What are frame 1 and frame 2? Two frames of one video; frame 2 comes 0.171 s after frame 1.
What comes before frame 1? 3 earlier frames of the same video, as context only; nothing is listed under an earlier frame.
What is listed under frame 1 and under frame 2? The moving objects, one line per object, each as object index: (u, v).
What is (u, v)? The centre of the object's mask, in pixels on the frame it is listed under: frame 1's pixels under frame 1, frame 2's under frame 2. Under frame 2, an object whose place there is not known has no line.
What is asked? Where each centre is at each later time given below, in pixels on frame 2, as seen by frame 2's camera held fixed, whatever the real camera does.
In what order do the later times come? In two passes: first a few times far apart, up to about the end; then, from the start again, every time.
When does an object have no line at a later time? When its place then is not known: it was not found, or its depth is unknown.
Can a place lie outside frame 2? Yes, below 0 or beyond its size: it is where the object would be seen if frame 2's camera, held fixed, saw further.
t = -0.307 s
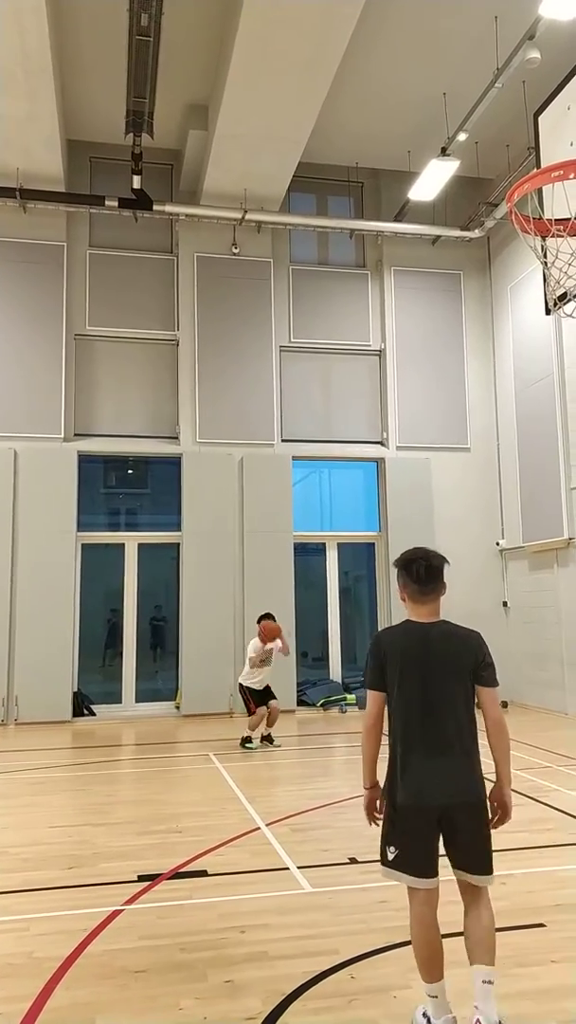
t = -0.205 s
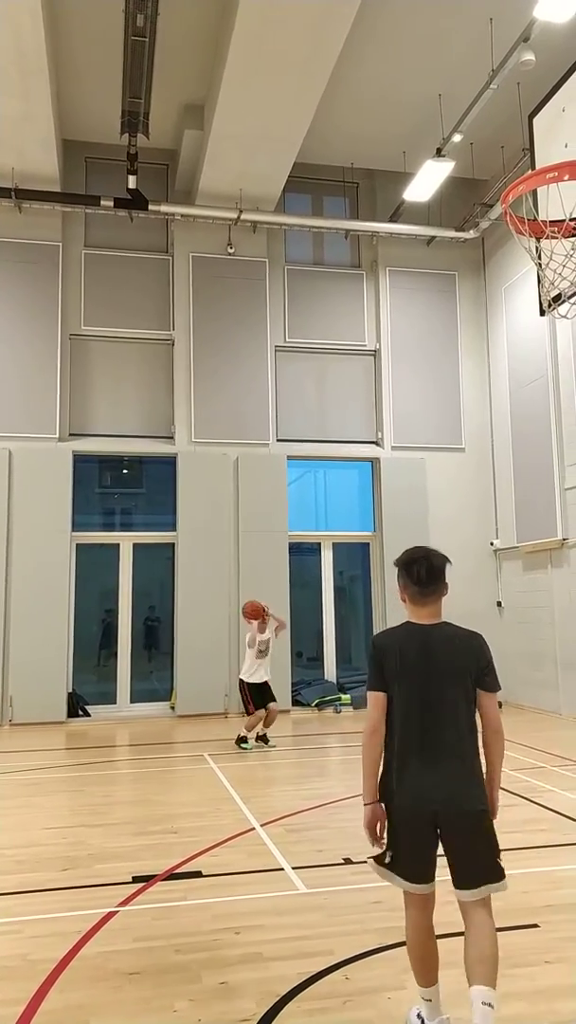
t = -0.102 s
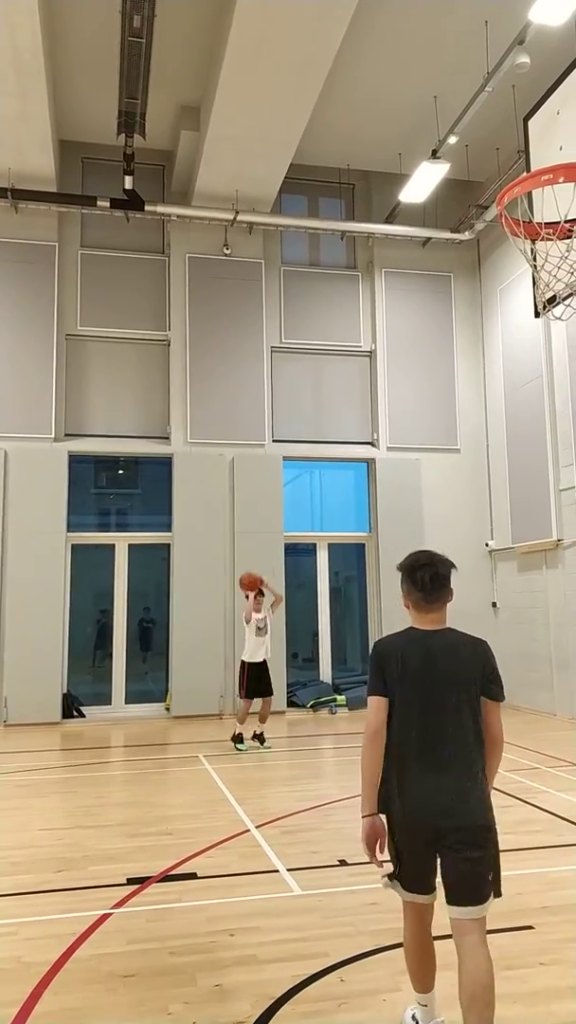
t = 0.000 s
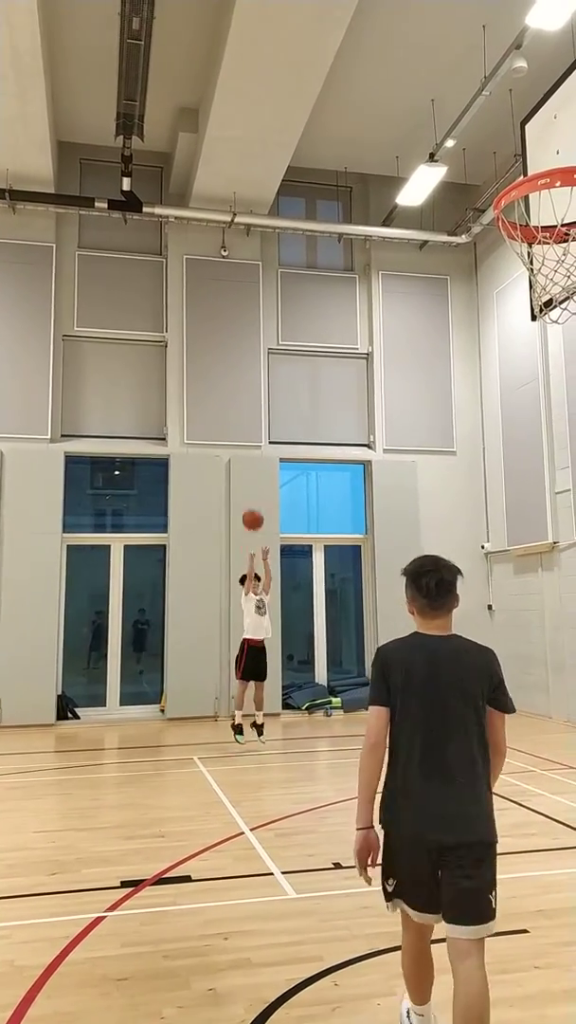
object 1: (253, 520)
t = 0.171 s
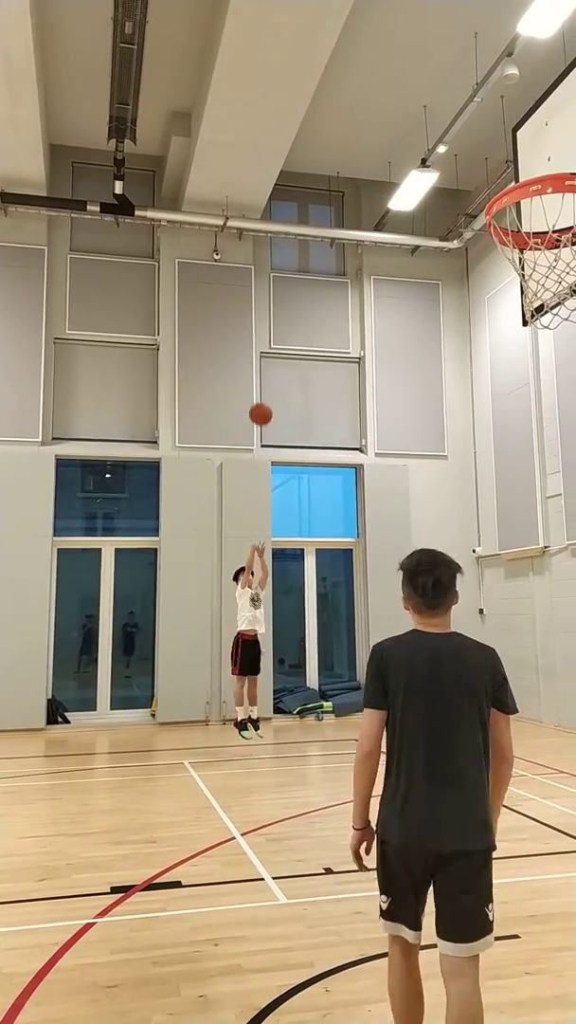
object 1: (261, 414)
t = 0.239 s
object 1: (267, 373)
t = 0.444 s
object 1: (293, 262)
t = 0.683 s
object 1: (332, 161)
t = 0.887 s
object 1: (378, 109)
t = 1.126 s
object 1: (457, 108)
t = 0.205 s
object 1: (264, 393)
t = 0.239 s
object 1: (267, 373)
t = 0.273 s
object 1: (272, 354)
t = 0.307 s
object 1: (275, 335)
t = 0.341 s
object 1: (279, 316)
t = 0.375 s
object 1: (283, 298)
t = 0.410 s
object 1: (288, 281)
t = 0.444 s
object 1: (293, 262)
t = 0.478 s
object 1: (298, 247)
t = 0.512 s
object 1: (303, 230)
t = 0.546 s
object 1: (308, 215)
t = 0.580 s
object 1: (314, 200)
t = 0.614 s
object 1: (320, 188)
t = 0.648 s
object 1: (326, 174)
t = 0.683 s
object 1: (332, 161)
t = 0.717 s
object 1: (339, 150)
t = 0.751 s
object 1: (346, 140)
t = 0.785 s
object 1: (353, 131)
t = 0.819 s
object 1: (361, 123)
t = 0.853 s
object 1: (370, 115)
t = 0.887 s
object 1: (378, 109)
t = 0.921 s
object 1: (388, 104)
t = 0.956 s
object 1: (397, 101)
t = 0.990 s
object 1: (408, 98)
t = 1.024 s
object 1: (419, 97)
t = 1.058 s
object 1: (431, 99)
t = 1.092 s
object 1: (443, 103)
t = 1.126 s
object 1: (457, 108)
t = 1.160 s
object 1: (471, 116)
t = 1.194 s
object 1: (487, 126)
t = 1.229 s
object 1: (505, 140)
